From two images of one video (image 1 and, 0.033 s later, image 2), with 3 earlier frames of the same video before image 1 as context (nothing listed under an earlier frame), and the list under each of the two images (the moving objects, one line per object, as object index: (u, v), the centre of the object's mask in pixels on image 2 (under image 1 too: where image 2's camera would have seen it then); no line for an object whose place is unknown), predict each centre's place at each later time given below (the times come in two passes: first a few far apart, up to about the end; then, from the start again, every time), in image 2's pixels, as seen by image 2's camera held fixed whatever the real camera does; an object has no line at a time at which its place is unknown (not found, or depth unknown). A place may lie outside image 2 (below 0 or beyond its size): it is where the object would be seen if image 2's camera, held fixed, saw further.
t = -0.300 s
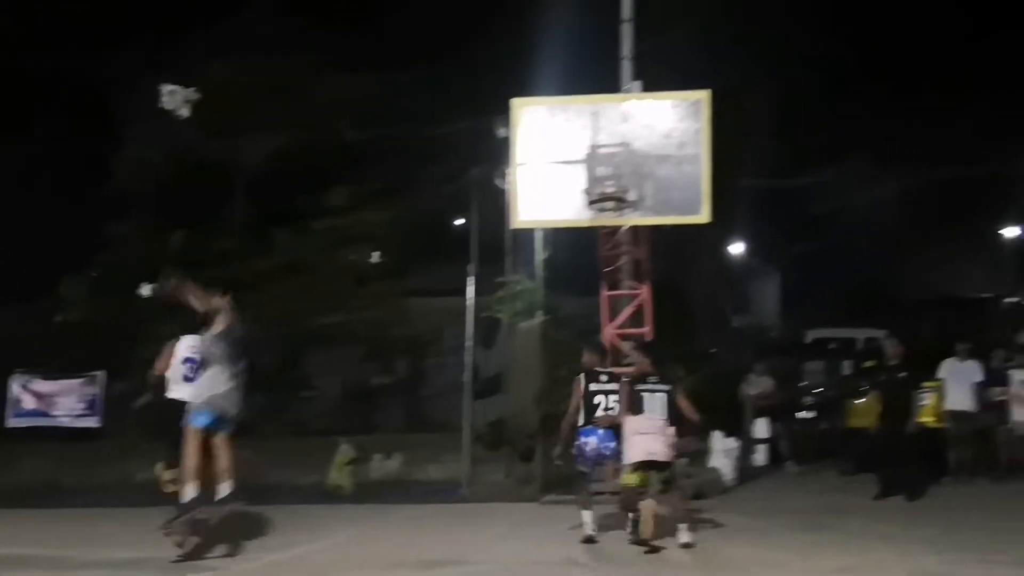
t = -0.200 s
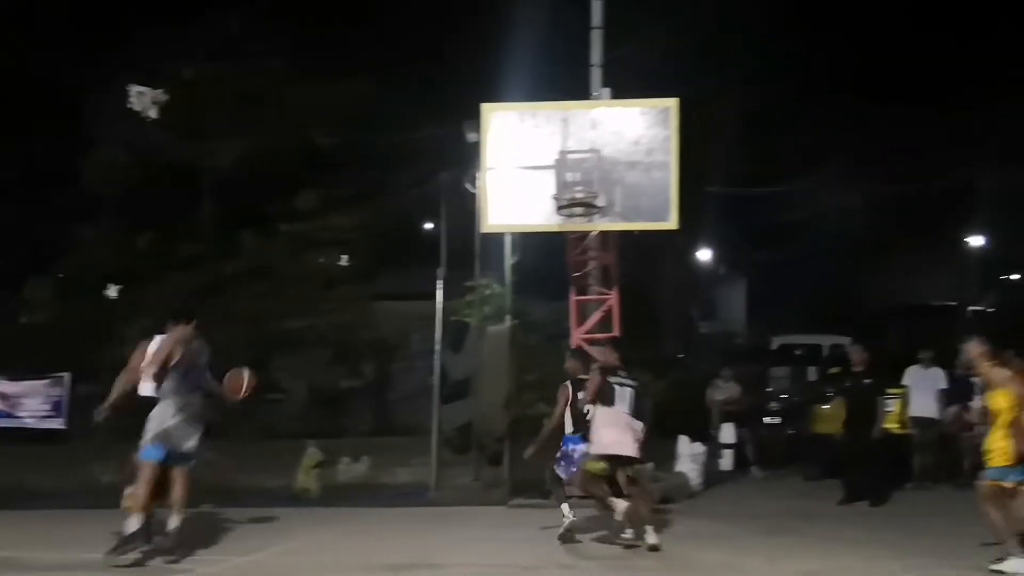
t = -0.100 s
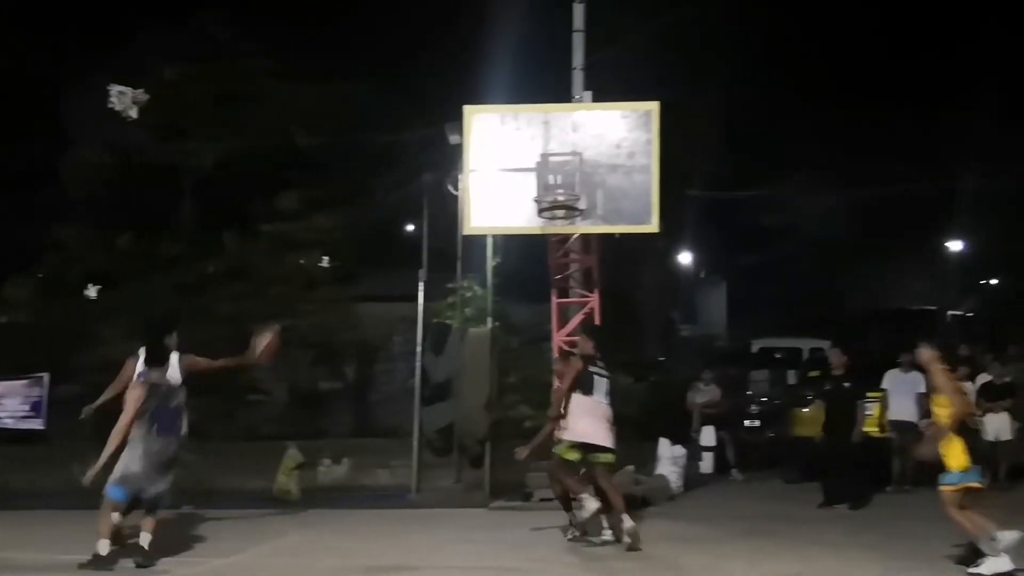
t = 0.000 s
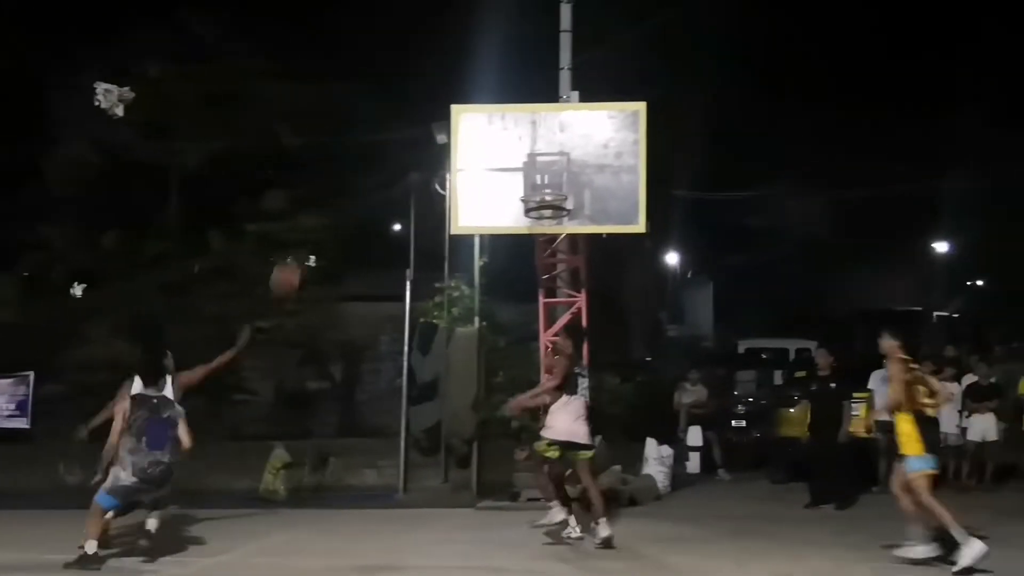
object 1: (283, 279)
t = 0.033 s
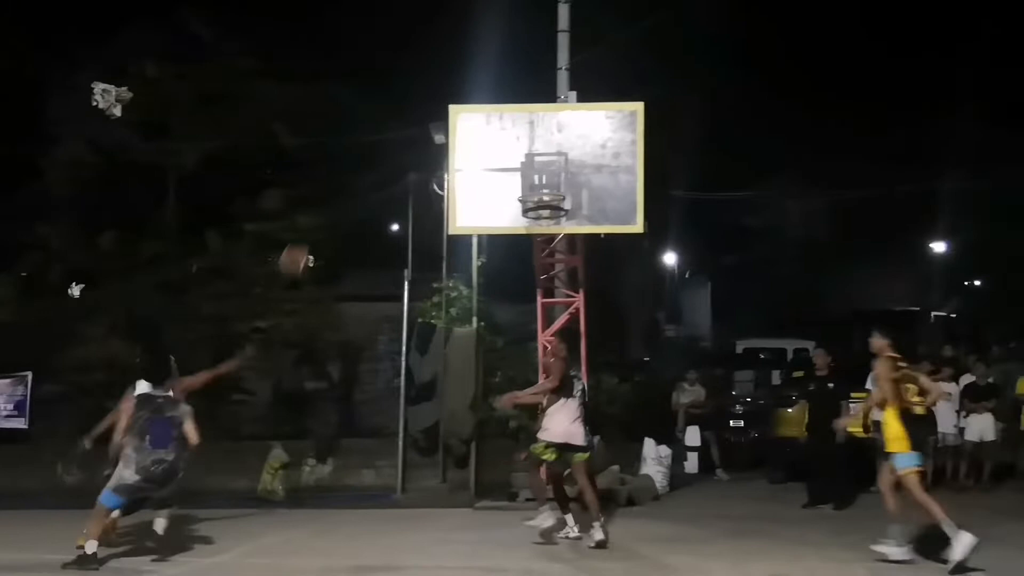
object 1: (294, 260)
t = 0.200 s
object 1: (347, 191)
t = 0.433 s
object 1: (412, 155)
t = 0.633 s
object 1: (464, 173)
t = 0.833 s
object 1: (514, 231)
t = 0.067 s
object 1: (305, 244)
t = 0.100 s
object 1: (315, 227)
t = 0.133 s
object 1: (327, 213)
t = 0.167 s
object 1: (337, 202)
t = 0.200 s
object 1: (347, 191)
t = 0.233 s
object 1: (357, 183)
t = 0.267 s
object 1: (367, 176)
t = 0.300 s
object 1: (375, 169)
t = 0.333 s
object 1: (385, 164)
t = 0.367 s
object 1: (394, 159)
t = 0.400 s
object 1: (403, 156)
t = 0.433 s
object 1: (412, 155)
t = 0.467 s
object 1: (422, 155)
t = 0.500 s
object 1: (431, 156)
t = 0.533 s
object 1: (438, 158)
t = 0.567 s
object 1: (445, 161)
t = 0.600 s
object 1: (454, 167)
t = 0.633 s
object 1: (464, 173)
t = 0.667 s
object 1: (472, 180)
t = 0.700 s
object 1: (481, 188)
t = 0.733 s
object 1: (490, 198)
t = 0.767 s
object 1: (498, 208)
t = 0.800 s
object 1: (507, 221)
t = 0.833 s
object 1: (514, 231)
